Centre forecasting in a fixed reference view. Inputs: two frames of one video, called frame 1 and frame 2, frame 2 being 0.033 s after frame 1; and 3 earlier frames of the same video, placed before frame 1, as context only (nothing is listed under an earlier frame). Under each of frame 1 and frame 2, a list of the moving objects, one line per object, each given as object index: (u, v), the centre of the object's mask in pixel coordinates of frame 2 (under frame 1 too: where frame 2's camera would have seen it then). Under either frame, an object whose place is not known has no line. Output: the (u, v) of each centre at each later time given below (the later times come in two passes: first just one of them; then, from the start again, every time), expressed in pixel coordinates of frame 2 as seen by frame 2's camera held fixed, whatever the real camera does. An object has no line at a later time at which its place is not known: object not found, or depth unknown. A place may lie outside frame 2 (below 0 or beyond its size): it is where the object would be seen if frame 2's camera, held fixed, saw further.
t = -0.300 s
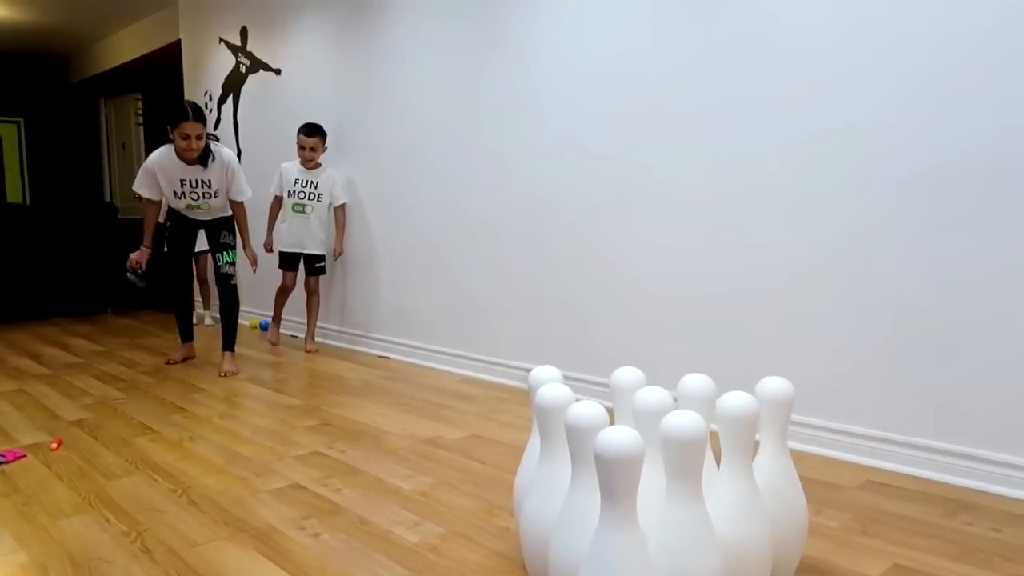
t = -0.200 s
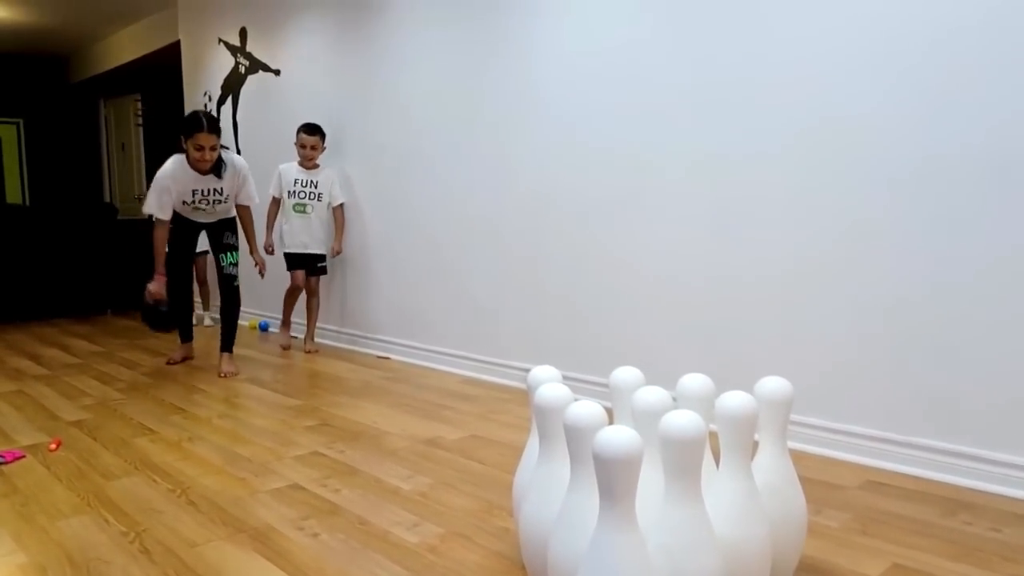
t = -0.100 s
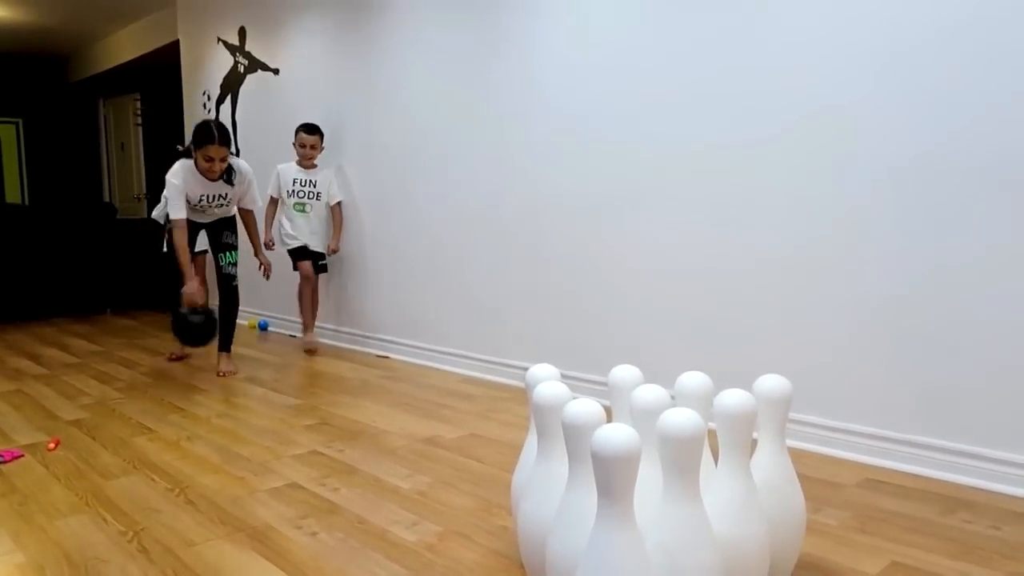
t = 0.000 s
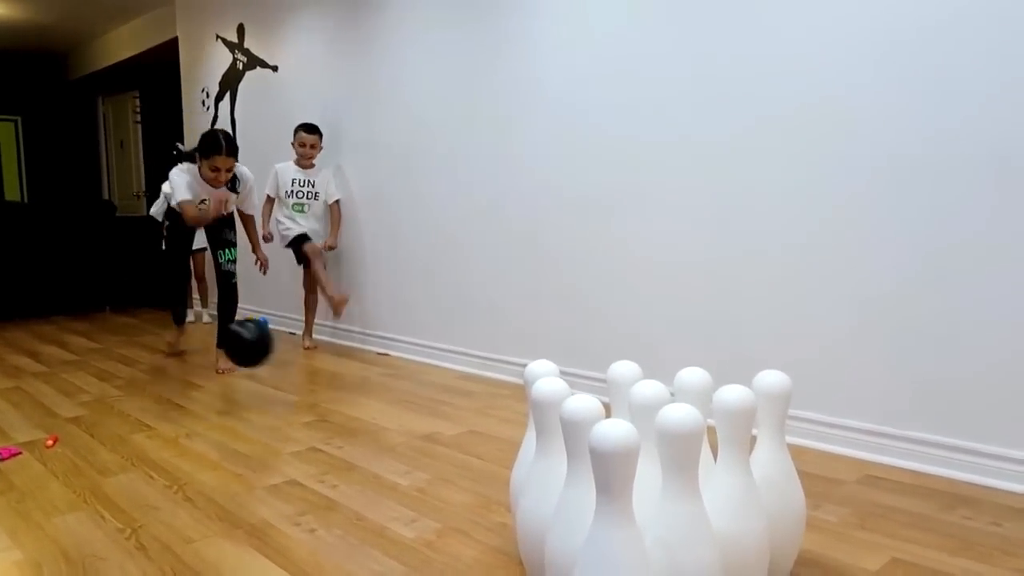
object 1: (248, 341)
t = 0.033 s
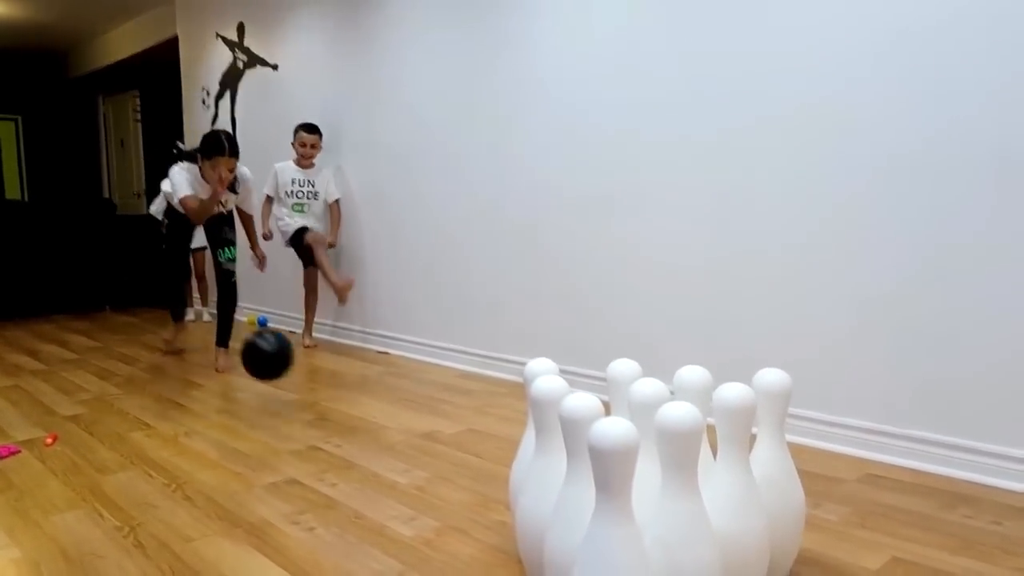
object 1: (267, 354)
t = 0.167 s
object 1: (355, 403)
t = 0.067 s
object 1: (287, 373)
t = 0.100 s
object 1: (310, 396)
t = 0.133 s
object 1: (333, 408)
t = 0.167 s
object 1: (355, 403)
